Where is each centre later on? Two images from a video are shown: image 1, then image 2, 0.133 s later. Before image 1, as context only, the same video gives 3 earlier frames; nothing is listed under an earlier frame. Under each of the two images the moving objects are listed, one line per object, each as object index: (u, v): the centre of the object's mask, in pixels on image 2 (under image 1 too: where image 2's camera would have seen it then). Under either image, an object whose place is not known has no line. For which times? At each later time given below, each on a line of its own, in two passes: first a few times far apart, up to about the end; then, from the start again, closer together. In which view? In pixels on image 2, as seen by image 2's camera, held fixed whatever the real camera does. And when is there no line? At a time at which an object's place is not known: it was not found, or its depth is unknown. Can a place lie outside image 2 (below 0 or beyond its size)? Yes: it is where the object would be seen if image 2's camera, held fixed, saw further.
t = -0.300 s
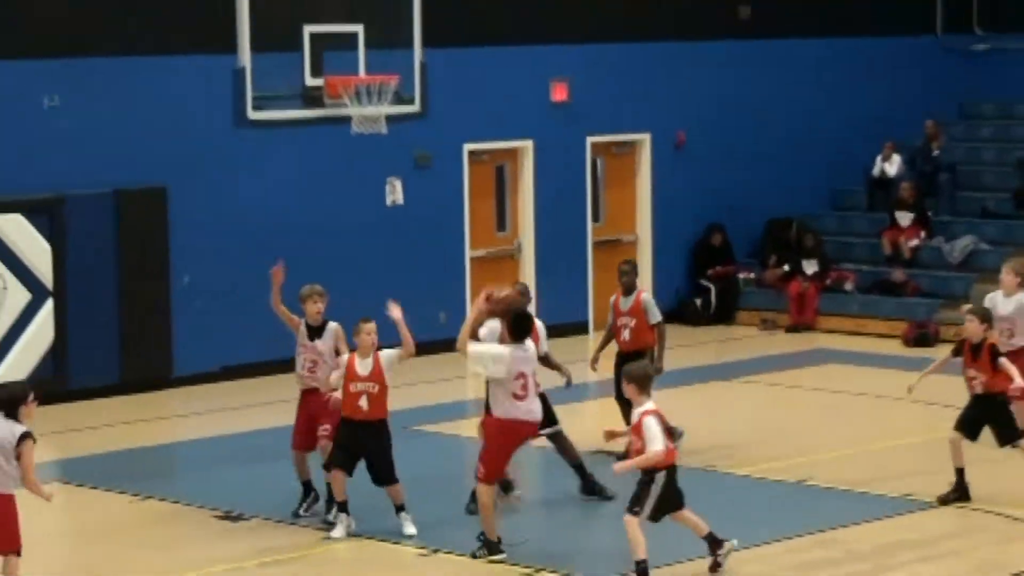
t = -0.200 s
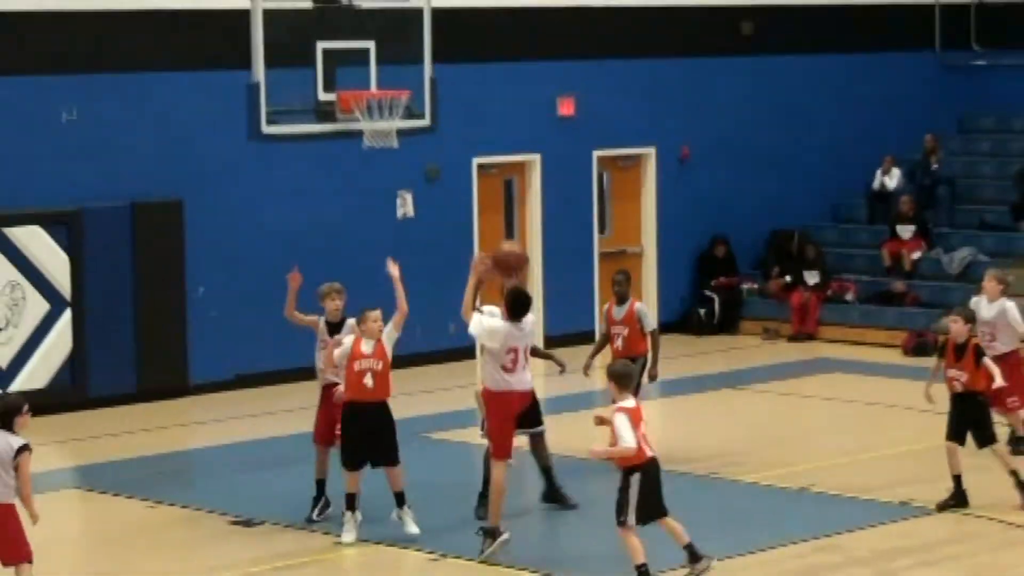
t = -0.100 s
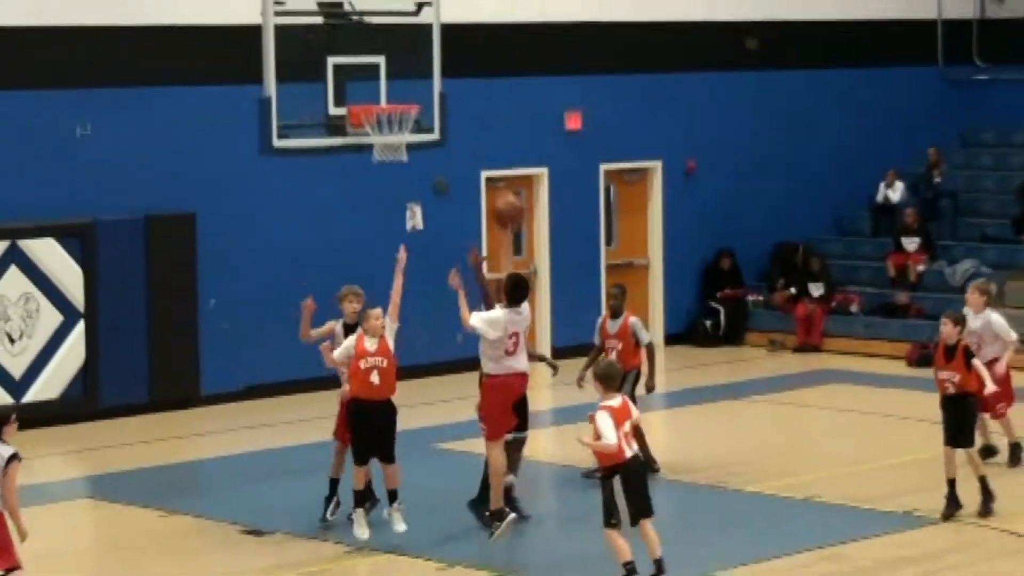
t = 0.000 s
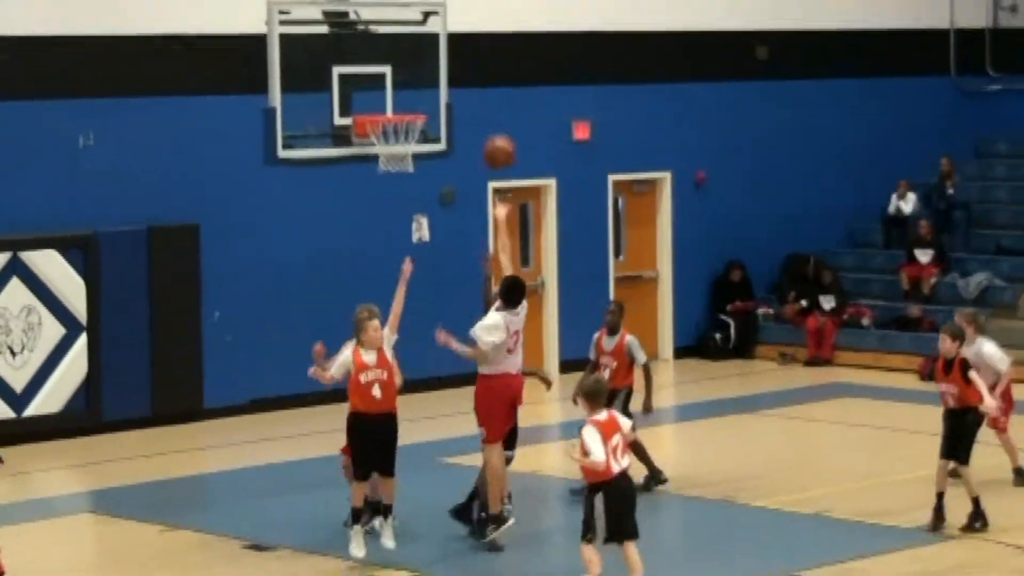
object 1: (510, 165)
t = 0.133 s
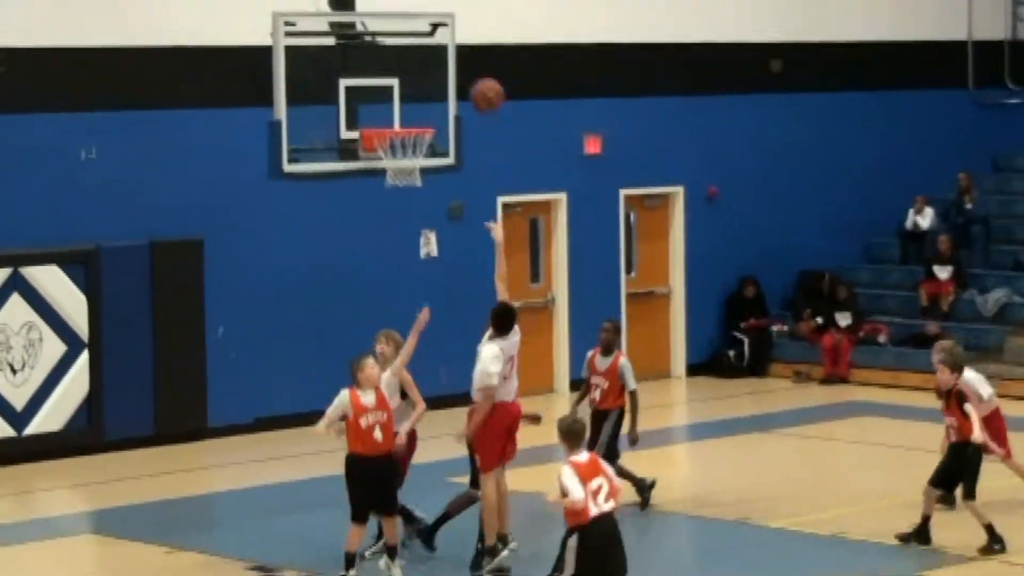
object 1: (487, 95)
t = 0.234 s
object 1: (473, 63)
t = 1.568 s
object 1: (381, 113)
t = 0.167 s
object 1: (482, 83)
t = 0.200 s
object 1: (477, 72)
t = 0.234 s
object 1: (473, 63)
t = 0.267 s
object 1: (467, 55)
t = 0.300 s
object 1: (462, 49)
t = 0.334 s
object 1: (458, 44)
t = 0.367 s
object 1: (453, 40)
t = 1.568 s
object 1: (381, 113)
